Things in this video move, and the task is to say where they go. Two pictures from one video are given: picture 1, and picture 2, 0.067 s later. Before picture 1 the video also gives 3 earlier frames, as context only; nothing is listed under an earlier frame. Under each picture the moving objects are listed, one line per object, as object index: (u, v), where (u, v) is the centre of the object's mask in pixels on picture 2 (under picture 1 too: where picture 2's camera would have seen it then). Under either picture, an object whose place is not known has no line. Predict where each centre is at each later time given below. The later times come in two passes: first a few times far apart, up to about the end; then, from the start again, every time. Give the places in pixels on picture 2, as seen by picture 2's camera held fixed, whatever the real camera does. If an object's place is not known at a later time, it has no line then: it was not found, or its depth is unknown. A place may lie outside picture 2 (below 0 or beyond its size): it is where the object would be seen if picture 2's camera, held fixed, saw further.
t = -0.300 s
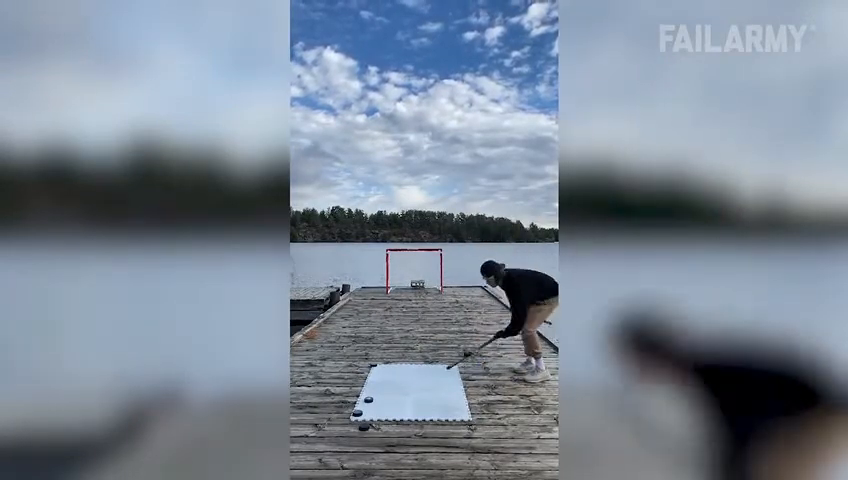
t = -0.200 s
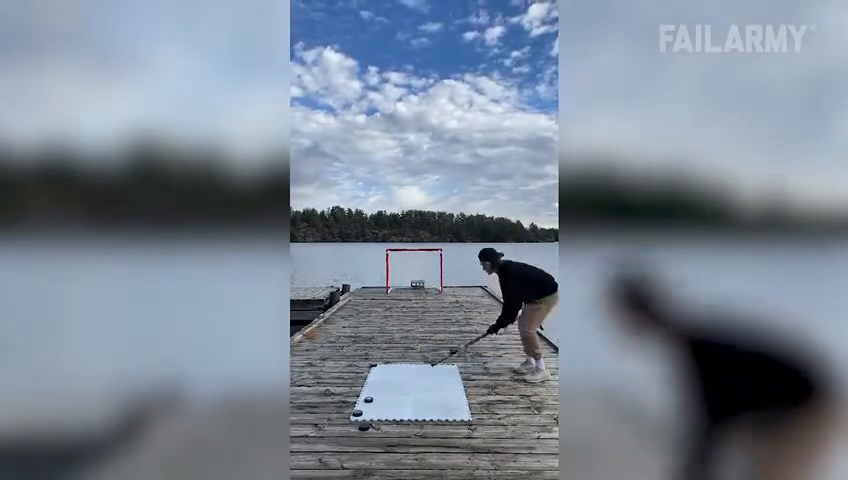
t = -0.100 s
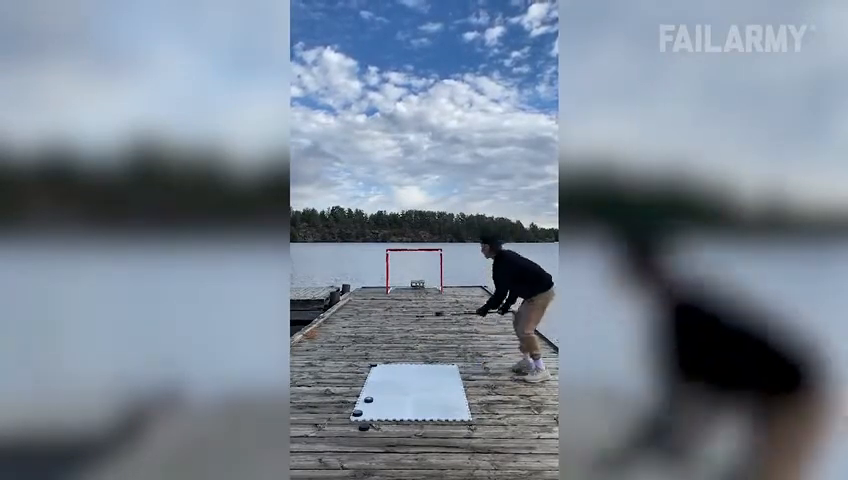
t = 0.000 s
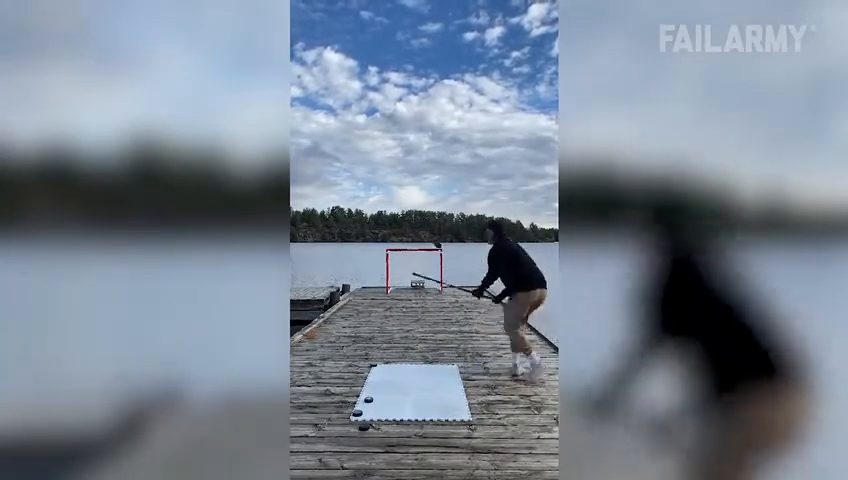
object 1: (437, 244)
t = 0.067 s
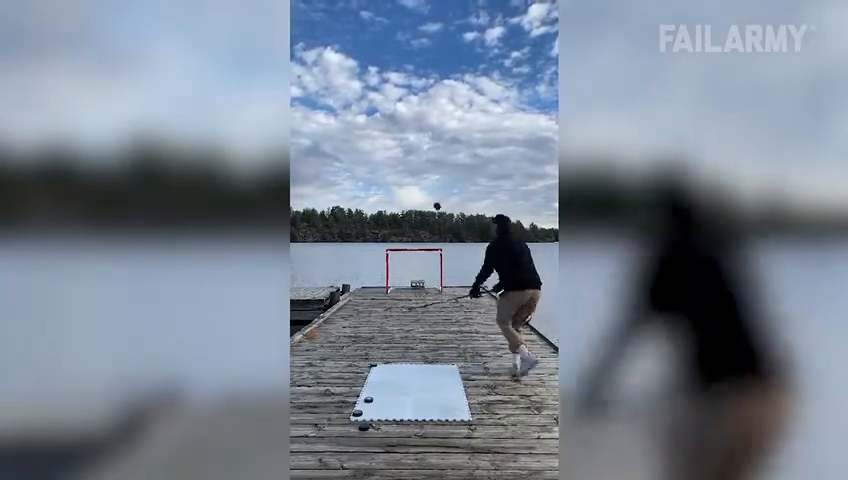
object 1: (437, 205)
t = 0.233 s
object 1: (435, 129)
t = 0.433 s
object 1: (433, 77)
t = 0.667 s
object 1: (431, 68)
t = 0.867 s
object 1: (430, 102)
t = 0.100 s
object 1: (436, 188)
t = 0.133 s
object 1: (436, 172)
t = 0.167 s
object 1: (435, 156)
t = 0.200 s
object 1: (435, 143)
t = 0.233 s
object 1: (435, 129)
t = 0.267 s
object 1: (435, 118)
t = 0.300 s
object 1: (434, 107)
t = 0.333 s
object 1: (434, 97)
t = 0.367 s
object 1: (432, 88)
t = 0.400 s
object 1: (433, 82)
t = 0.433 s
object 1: (433, 77)
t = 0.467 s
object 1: (433, 72)
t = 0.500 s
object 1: (433, 68)
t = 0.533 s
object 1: (433, 66)
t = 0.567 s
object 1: (432, 66)
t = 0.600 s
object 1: (432, 65)
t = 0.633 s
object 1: (432, 66)
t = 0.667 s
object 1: (431, 68)
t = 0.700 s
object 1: (431, 71)
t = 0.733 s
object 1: (431, 75)
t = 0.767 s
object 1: (431, 80)
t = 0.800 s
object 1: (430, 86)
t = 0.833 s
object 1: (430, 93)
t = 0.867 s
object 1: (430, 102)
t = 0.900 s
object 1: (429, 111)
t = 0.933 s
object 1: (429, 121)
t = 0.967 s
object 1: (429, 133)
